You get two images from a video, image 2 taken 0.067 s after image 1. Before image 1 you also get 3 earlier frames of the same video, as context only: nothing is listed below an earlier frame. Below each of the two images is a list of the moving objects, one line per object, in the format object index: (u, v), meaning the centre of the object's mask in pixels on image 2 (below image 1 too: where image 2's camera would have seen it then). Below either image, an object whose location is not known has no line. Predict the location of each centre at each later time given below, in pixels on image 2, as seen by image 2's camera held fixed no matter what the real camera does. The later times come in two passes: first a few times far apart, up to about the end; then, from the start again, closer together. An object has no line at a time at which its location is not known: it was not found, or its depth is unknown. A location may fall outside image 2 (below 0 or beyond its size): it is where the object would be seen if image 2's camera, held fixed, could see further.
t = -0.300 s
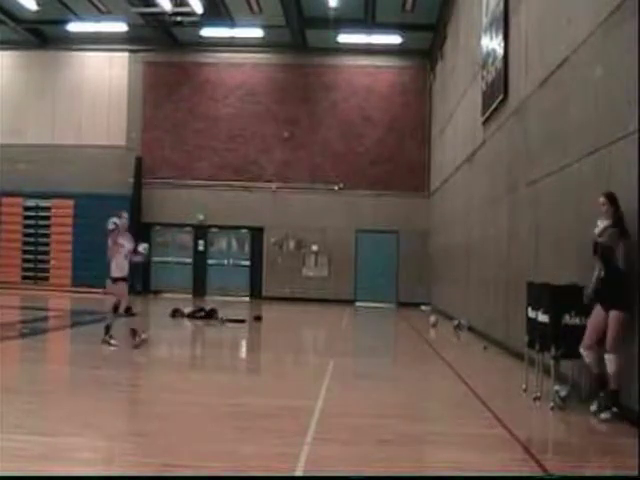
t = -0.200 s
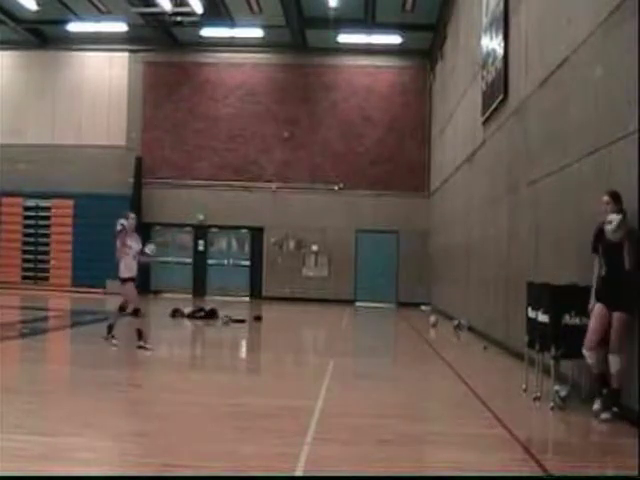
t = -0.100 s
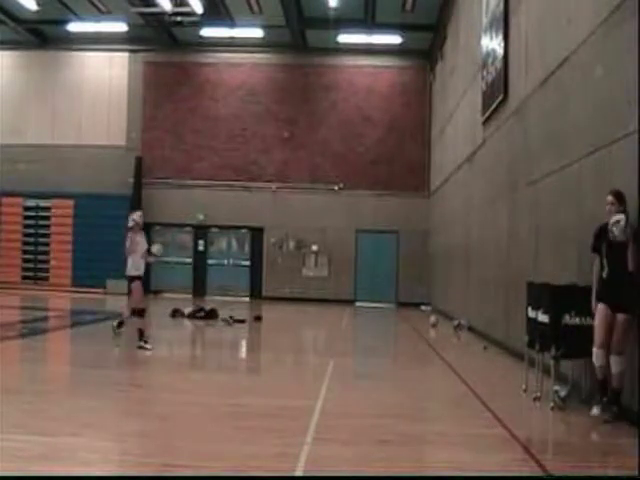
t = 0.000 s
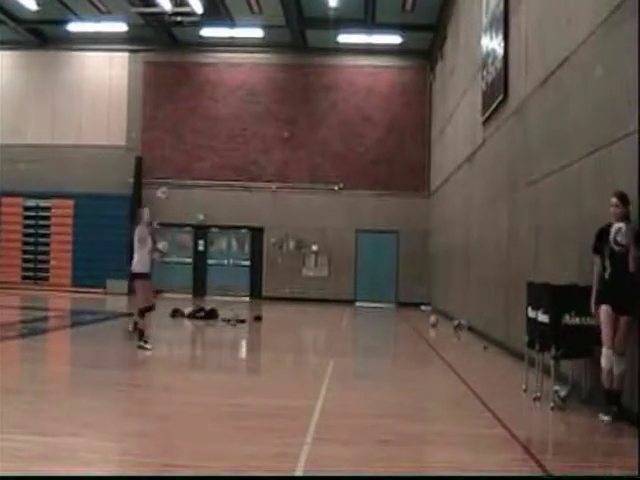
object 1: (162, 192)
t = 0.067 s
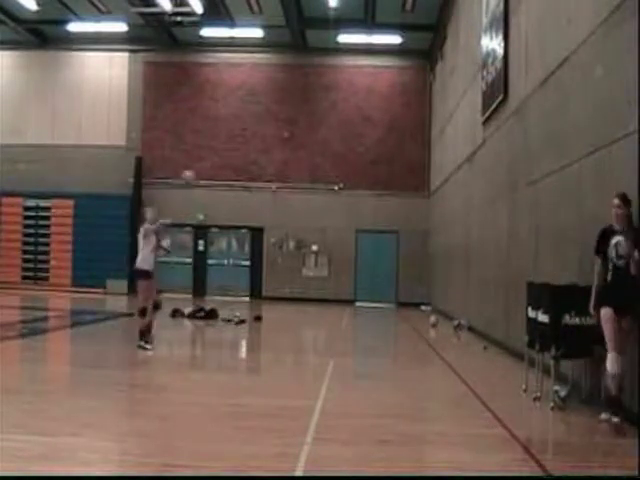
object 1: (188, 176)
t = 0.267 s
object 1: (268, 142)
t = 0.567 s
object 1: (397, 161)
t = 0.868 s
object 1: (539, 272)
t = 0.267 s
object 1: (268, 142)
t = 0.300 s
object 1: (280, 139)
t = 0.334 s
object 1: (295, 140)
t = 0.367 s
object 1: (311, 140)
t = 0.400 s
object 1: (324, 140)
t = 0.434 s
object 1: (339, 143)
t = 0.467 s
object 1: (353, 145)
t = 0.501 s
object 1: (367, 151)
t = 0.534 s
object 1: (383, 157)
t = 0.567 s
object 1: (397, 161)
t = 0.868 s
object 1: (539, 272)
